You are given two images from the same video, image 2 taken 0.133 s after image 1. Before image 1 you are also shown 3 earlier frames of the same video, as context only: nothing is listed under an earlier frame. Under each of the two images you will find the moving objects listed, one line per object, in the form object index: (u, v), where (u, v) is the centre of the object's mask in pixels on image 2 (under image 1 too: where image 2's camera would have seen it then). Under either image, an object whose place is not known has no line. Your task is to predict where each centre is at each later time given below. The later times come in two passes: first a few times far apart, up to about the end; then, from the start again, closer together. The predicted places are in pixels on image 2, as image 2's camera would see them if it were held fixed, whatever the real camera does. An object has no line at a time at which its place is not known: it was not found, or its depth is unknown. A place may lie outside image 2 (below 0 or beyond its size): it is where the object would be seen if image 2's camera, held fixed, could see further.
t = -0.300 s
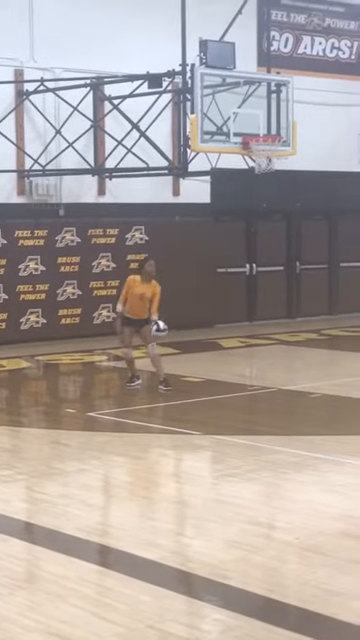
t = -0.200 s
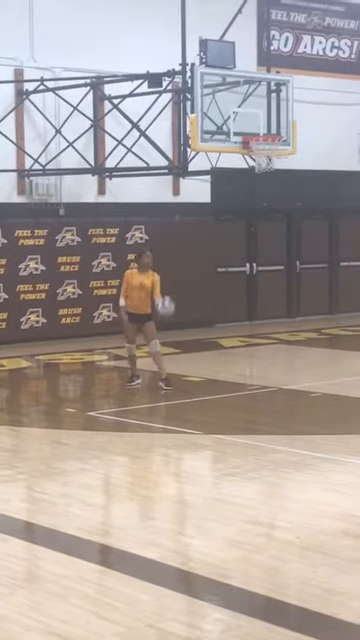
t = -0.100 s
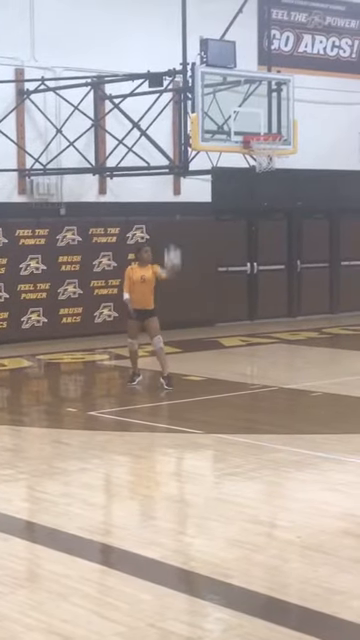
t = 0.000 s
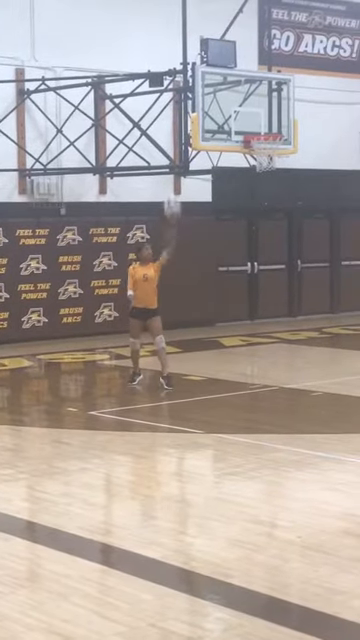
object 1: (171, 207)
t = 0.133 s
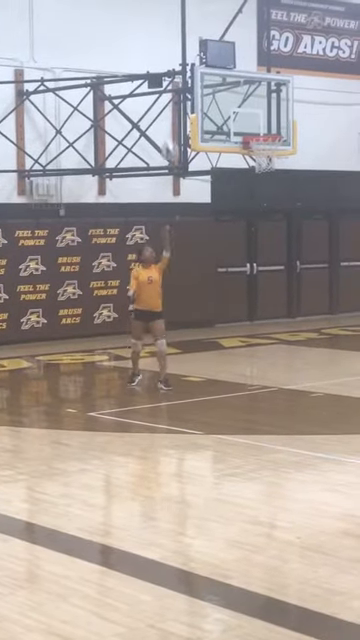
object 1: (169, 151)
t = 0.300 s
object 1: (168, 103)
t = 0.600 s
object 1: (169, 79)
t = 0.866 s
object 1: (165, 122)
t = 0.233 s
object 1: (169, 119)
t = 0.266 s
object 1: (168, 110)
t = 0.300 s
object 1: (168, 103)
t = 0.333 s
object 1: (168, 96)
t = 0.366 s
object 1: (168, 90)
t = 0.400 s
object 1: (168, 85)
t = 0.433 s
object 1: (169, 82)
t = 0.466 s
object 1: (170, 81)
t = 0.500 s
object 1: (169, 80)
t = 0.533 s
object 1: (169, 80)
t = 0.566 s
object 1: (169, 80)
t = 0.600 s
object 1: (169, 79)
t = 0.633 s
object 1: (169, 80)
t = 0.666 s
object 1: (169, 82)
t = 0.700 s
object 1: (169, 86)
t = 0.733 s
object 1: (167, 90)
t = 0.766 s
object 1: (167, 98)
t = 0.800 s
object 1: (165, 104)
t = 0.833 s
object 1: (166, 113)
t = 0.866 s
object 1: (165, 122)
